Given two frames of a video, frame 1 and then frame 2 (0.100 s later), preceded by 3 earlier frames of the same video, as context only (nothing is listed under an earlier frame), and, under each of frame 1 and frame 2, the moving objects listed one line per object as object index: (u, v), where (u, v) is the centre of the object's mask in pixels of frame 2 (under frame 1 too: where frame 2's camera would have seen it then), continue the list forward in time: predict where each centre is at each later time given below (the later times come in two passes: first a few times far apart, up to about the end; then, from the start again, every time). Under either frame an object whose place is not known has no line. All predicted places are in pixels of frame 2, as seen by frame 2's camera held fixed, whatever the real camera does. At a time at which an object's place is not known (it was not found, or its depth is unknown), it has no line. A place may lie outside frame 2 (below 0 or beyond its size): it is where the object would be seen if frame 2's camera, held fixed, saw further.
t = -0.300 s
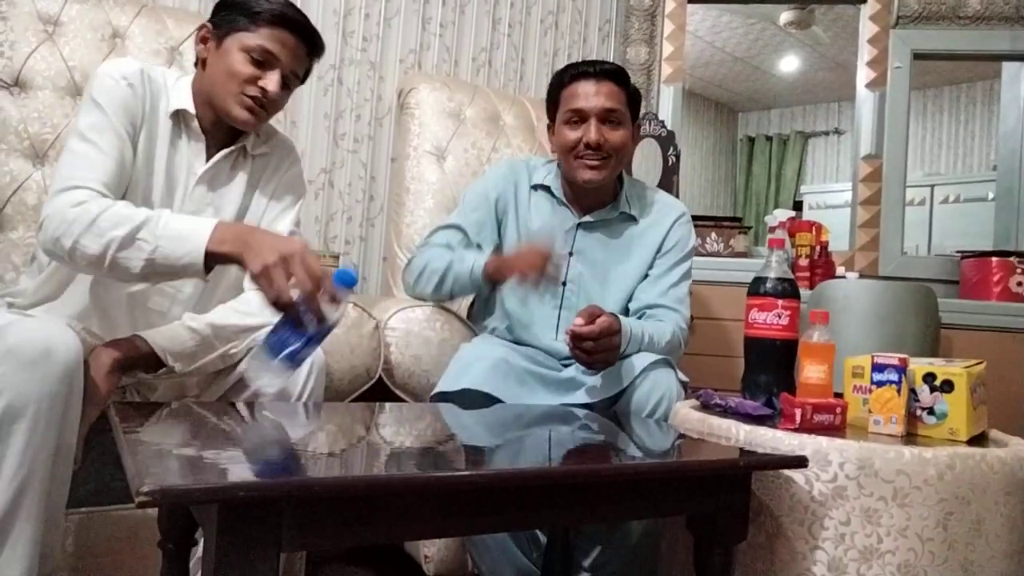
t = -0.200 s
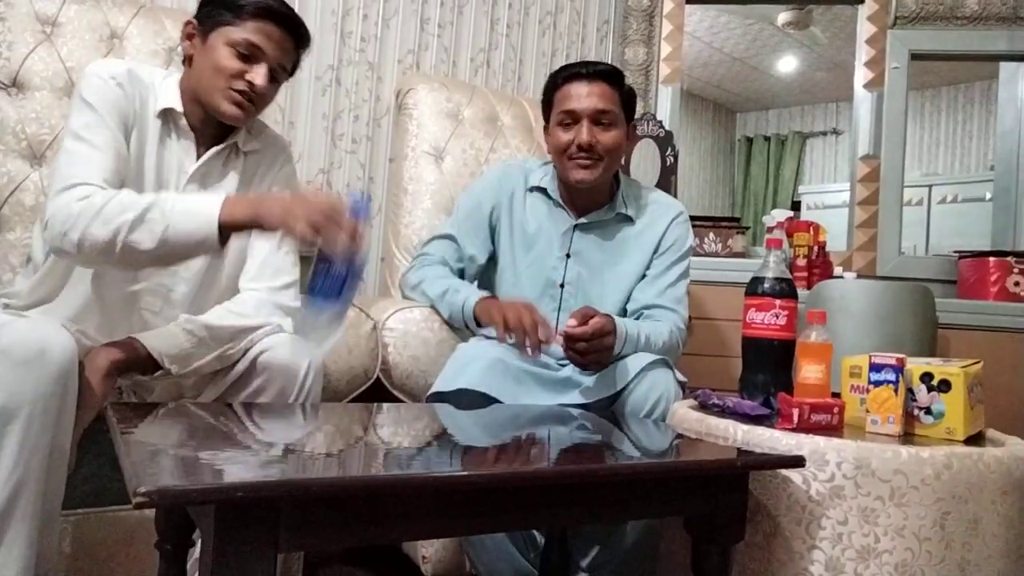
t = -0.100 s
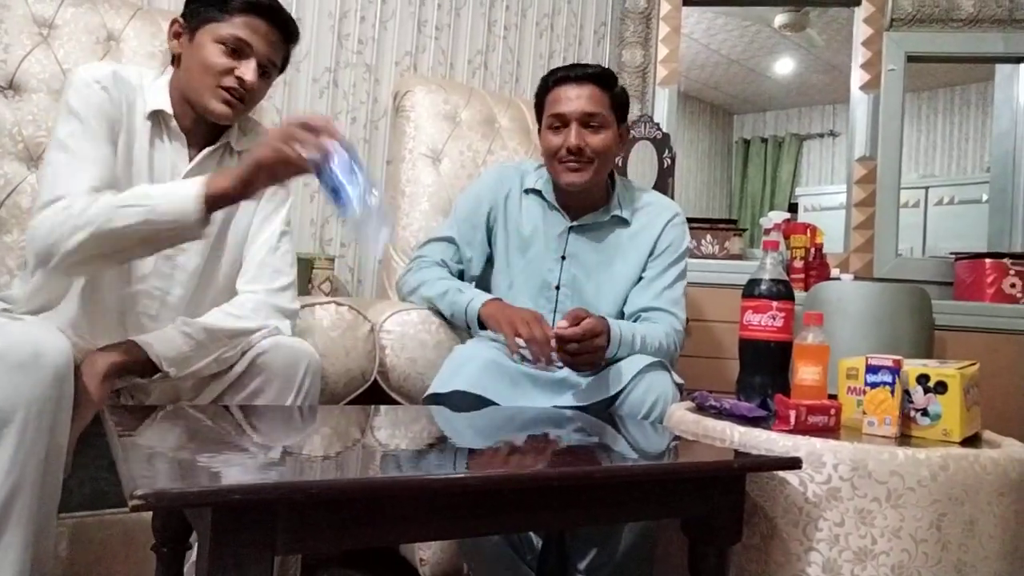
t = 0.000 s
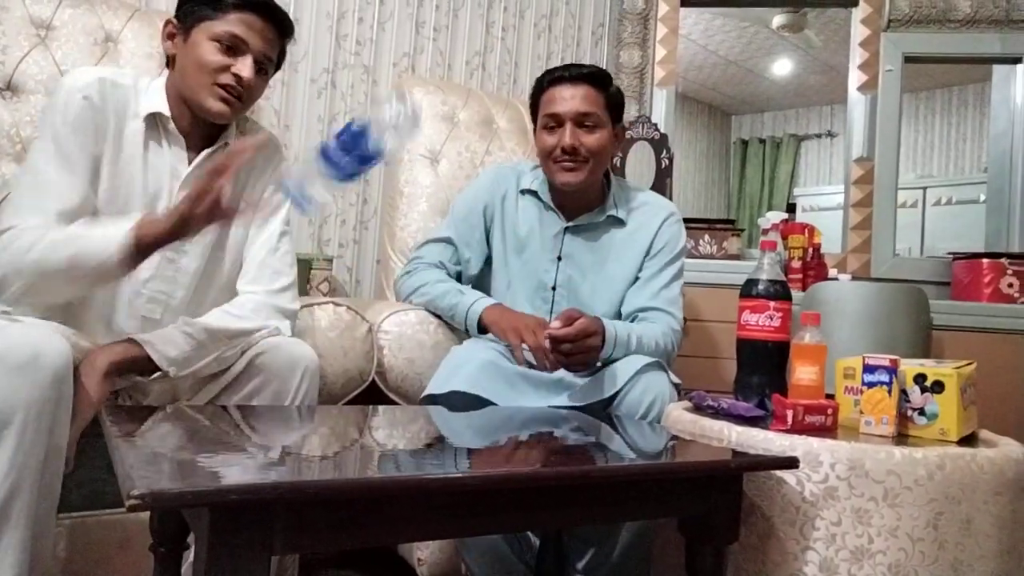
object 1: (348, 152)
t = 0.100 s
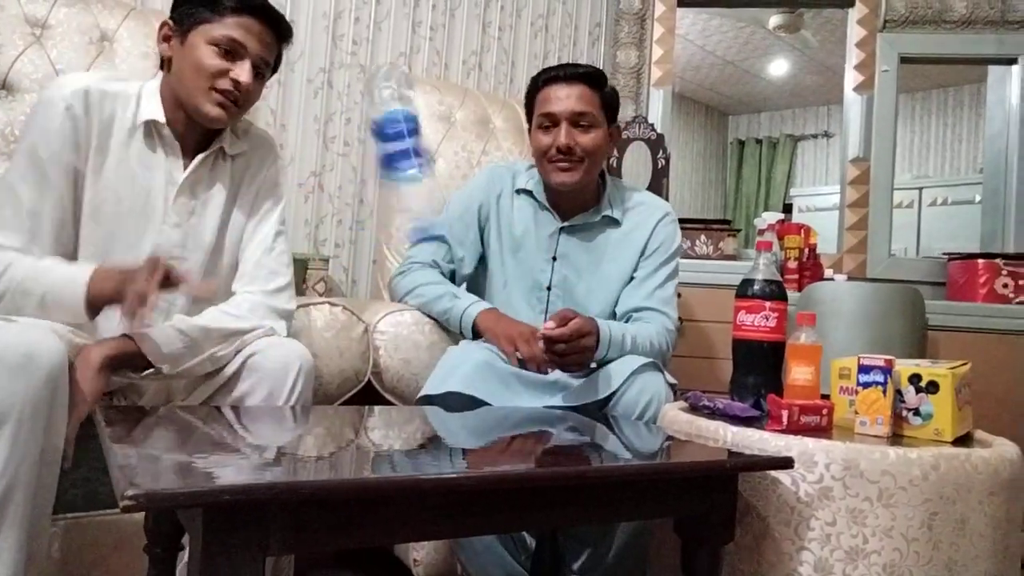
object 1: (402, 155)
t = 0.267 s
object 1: (454, 225)
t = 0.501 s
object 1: (417, 348)
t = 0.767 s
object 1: (414, 351)
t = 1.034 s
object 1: (419, 347)
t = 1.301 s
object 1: (418, 348)
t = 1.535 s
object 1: (418, 350)
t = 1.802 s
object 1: (416, 348)
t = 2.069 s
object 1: (417, 349)
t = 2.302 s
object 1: (418, 350)
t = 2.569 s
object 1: (417, 350)
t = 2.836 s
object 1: (416, 350)
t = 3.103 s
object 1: (415, 350)
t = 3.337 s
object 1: (415, 351)
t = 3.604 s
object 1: (415, 351)
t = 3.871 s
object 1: (416, 351)
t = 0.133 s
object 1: (422, 159)
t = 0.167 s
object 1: (440, 167)
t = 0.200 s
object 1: (447, 178)
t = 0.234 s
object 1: (455, 198)
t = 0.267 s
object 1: (454, 225)
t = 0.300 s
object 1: (422, 310)
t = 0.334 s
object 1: (413, 353)
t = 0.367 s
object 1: (409, 345)
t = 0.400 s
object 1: (408, 350)
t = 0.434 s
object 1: (413, 350)
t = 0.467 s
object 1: (415, 349)
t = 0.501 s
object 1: (417, 348)
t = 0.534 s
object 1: (416, 349)
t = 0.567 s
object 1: (414, 349)
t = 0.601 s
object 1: (414, 349)
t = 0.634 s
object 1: (414, 349)
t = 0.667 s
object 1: (412, 351)
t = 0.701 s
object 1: (413, 349)
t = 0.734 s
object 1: (413, 351)
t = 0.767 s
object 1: (414, 351)
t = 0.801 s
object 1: (416, 349)
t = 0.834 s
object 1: (416, 349)
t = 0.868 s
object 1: (416, 349)
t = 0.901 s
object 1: (416, 349)
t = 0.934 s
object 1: (417, 348)
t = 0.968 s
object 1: (418, 348)
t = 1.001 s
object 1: (419, 347)
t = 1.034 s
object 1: (419, 347)
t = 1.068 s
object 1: (418, 347)
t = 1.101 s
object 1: (417, 348)
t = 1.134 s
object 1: (417, 348)
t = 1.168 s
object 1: (417, 348)
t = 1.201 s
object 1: (417, 348)
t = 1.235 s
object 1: (418, 347)
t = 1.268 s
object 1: (418, 347)
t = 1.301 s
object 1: (418, 348)
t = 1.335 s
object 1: (416, 348)
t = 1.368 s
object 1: (416, 348)
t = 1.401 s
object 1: (417, 348)
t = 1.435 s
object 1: (418, 348)
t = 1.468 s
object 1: (418, 347)
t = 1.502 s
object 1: (418, 347)
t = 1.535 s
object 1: (418, 350)
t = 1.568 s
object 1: (418, 350)
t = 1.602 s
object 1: (418, 350)
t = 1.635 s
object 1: (419, 350)
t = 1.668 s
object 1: (419, 350)
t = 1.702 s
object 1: (419, 350)
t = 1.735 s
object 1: (418, 350)
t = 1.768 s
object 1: (417, 348)
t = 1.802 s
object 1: (416, 348)
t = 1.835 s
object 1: (416, 348)
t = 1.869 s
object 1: (417, 349)
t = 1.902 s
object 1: (418, 350)
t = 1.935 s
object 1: (419, 350)
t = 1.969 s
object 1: (418, 350)
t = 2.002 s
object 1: (418, 349)
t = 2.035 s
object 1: (417, 349)
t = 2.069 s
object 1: (417, 349)
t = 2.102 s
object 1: (418, 349)
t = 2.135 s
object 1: (418, 350)
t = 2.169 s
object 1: (418, 351)
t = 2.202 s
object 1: (419, 350)
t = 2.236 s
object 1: (419, 350)
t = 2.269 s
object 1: (418, 350)
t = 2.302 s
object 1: (418, 350)
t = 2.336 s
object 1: (419, 350)
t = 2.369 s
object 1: (419, 350)
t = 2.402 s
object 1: (419, 350)
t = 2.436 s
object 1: (418, 350)
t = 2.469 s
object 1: (418, 350)
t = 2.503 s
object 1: (417, 350)
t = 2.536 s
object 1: (417, 350)
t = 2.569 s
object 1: (417, 350)
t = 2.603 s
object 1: (417, 350)
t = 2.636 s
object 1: (416, 350)
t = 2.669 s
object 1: (416, 350)
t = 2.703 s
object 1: (416, 350)
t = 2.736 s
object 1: (416, 350)
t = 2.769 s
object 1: (416, 350)
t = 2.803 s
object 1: (416, 350)
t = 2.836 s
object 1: (416, 350)
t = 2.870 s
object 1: (416, 350)
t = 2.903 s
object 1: (416, 349)
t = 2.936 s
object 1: (416, 350)
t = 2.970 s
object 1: (416, 350)
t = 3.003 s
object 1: (416, 350)
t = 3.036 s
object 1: (416, 350)
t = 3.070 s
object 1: (416, 350)
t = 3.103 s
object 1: (415, 350)
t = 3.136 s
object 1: (415, 350)
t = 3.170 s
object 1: (416, 350)
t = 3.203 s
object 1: (416, 350)
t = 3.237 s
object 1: (416, 350)
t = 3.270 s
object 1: (416, 350)
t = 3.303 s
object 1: (416, 350)
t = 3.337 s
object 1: (415, 351)
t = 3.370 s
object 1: (415, 351)
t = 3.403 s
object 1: (415, 351)
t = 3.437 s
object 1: (415, 350)
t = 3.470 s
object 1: (415, 351)
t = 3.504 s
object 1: (416, 351)
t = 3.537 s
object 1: (416, 350)
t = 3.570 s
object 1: (415, 350)
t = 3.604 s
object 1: (415, 351)
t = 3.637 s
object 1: (415, 351)
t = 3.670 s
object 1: (415, 350)
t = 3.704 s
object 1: (416, 350)
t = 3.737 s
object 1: (416, 350)
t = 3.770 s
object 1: (416, 350)
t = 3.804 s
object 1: (416, 350)
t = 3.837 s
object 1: (416, 350)
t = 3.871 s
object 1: (416, 351)
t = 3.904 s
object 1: (416, 350)
